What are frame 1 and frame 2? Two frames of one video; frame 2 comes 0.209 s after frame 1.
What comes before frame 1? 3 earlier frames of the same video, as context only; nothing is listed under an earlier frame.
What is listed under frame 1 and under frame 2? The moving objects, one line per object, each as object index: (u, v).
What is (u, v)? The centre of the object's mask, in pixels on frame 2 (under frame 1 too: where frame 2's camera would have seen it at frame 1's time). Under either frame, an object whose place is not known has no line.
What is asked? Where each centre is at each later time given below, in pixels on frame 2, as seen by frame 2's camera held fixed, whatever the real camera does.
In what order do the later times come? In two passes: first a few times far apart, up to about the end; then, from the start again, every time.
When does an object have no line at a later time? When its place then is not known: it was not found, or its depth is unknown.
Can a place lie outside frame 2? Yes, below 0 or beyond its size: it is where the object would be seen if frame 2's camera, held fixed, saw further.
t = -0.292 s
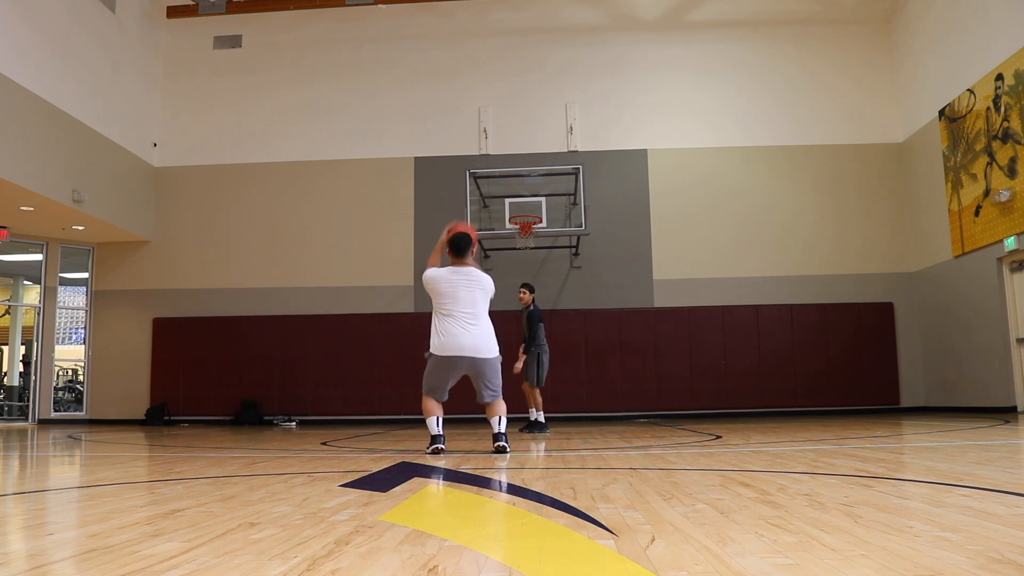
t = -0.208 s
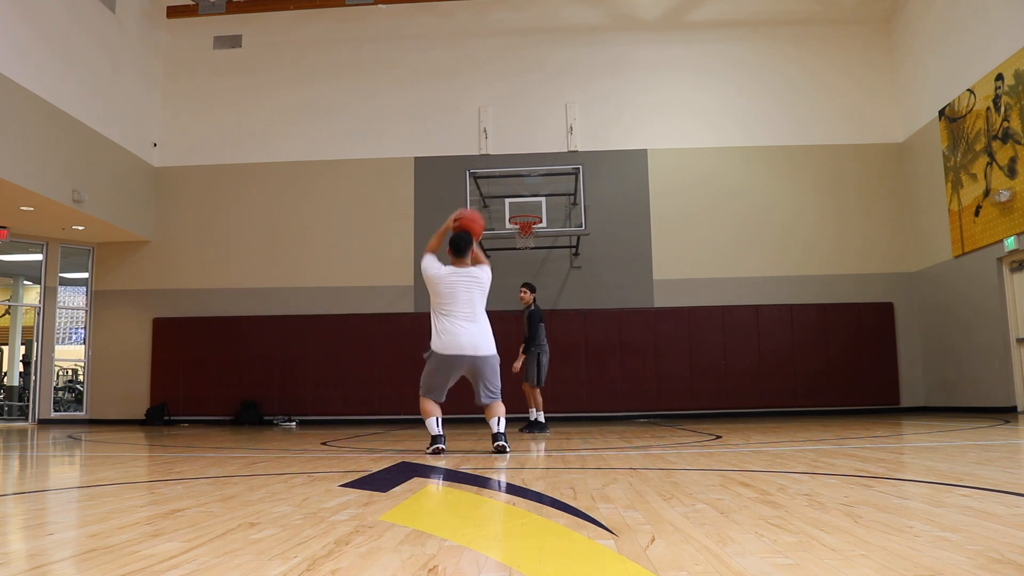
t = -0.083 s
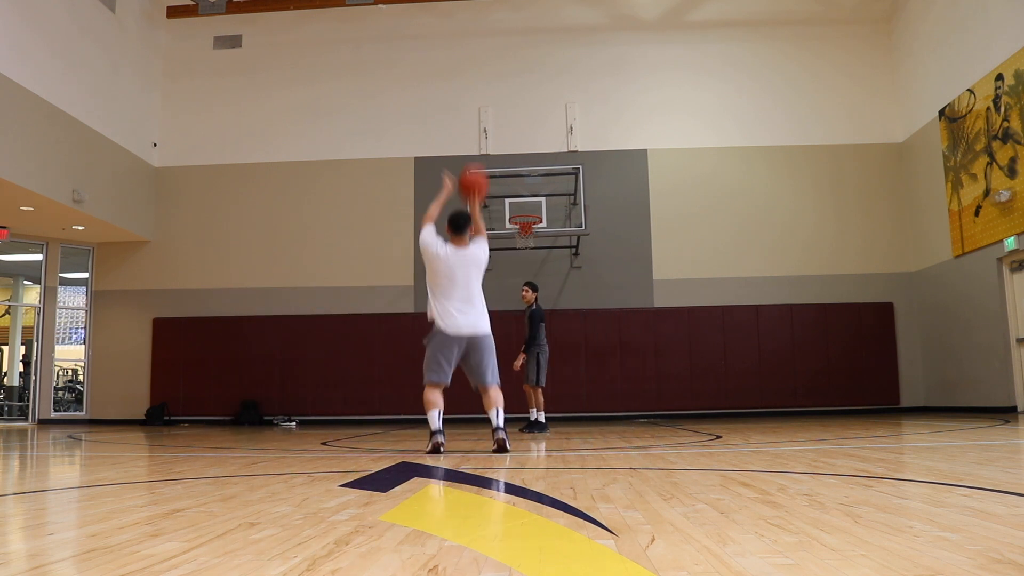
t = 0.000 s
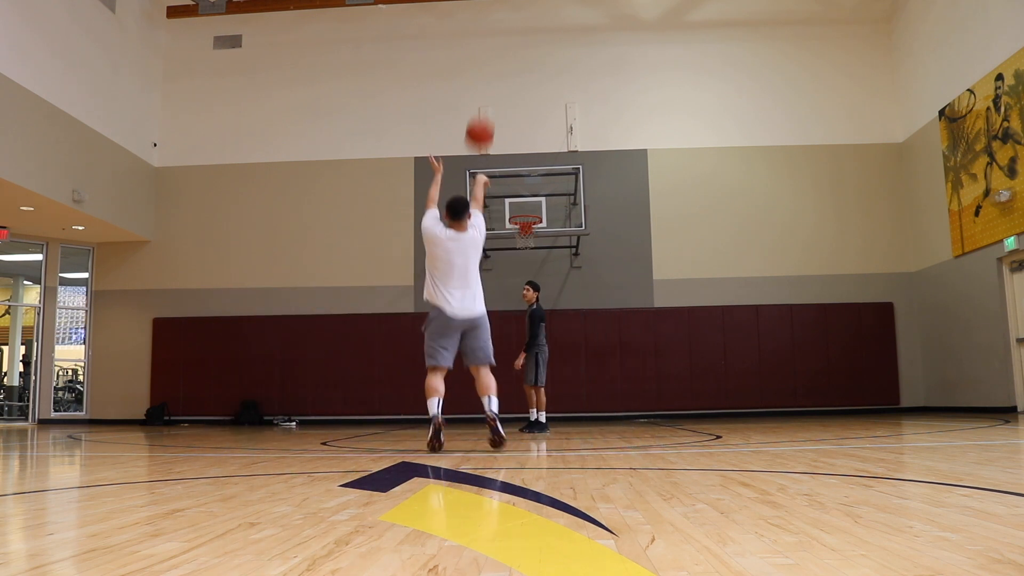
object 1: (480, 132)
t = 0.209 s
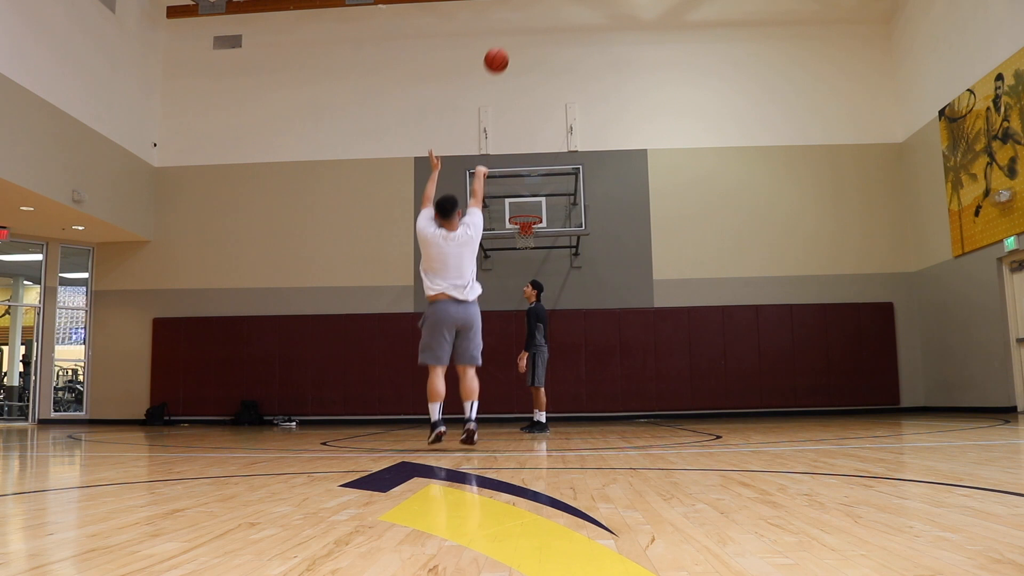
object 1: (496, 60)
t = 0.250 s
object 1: (499, 53)
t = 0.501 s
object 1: (514, 47)
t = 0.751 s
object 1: (525, 83)
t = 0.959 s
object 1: (533, 139)
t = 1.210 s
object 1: (545, 222)
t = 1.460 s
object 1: (567, 245)
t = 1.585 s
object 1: (579, 271)
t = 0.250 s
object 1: (499, 53)
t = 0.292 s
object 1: (502, 48)
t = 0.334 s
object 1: (504, 45)
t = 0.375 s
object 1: (507, 44)
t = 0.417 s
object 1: (509, 43)
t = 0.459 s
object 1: (512, 44)
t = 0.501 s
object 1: (514, 47)
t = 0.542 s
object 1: (516, 50)
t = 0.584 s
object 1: (518, 55)
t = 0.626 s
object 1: (519, 60)
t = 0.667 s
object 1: (521, 67)
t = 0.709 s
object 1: (523, 74)
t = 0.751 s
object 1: (525, 83)
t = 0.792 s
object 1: (526, 93)
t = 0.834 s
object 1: (528, 103)
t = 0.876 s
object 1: (530, 114)
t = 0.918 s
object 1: (531, 126)
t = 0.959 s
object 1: (533, 139)
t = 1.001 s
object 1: (534, 153)
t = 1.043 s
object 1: (536, 166)
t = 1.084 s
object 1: (538, 182)
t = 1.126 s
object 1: (539, 197)
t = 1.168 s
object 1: (540, 213)
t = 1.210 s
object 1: (545, 222)
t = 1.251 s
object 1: (550, 224)
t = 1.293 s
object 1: (553, 225)
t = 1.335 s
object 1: (556, 228)
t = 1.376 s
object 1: (560, 233)
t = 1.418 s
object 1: (564, 238)
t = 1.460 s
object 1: (567, 245)
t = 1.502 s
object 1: (571, 253)
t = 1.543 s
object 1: (575, 261)
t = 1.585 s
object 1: (579, 271)
